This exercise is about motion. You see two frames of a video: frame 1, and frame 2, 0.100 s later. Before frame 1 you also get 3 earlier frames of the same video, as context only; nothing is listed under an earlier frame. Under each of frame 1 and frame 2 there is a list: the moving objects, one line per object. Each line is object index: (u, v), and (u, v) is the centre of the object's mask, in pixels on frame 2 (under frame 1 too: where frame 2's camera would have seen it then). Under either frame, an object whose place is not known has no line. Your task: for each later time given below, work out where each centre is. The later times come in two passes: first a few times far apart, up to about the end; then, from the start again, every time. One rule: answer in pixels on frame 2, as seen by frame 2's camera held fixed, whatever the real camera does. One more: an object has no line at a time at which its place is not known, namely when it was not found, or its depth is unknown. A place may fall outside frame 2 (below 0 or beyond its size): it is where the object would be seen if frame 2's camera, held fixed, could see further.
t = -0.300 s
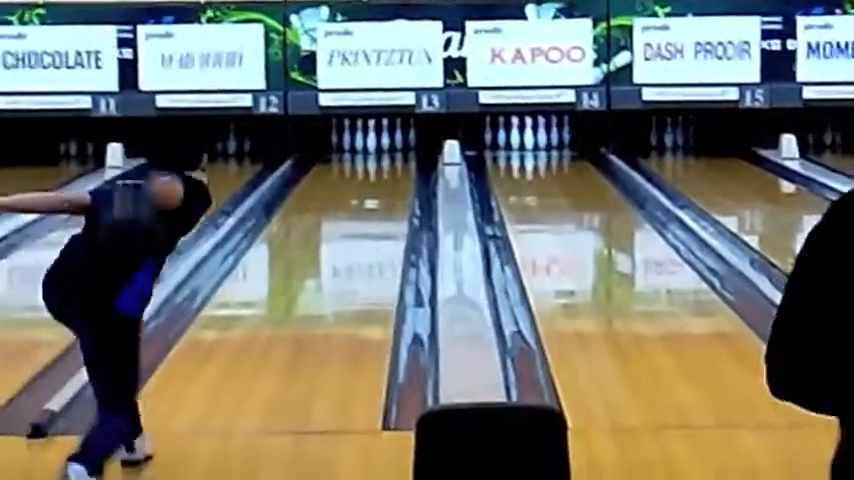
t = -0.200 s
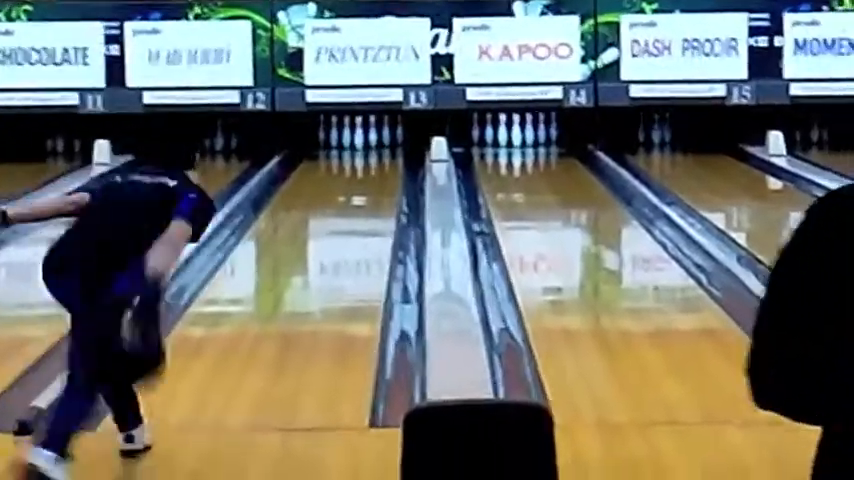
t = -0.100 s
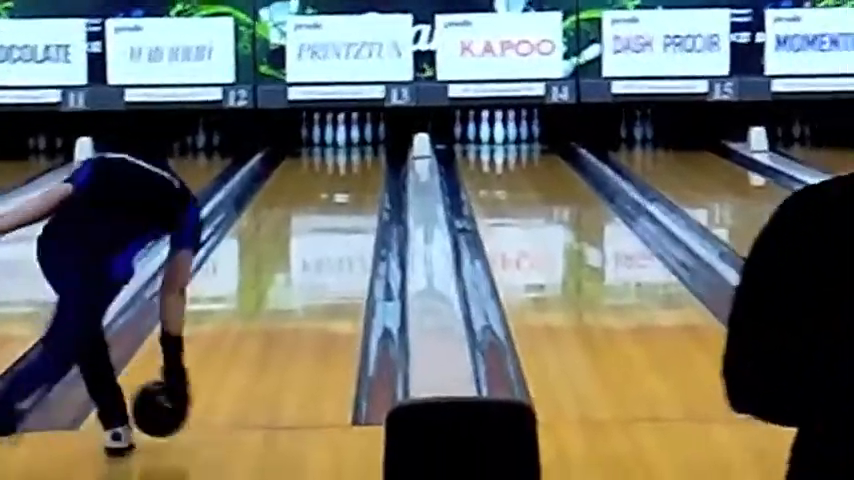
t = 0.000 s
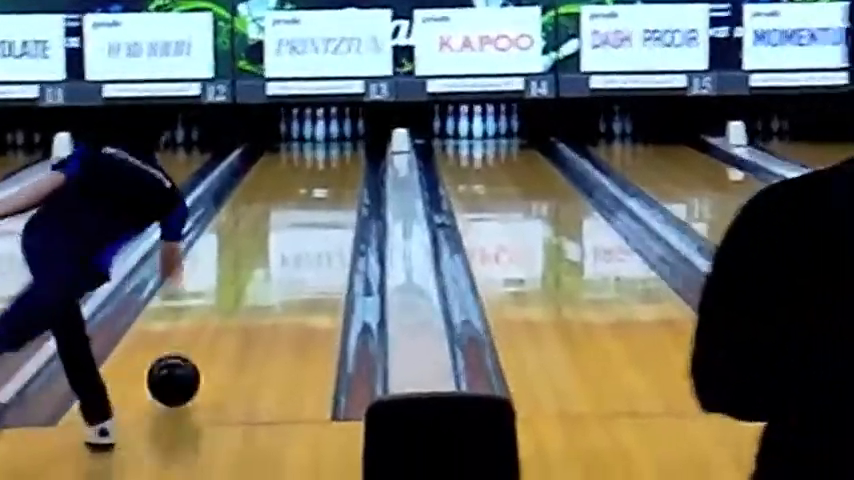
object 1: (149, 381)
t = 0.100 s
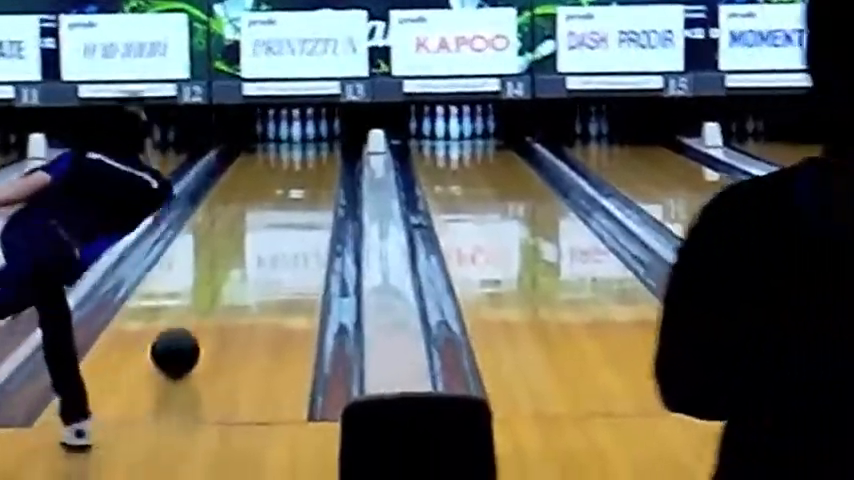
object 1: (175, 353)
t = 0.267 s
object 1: (210, 312)
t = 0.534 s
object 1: (249, 263)
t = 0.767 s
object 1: (273, 231)
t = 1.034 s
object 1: (293, 203)
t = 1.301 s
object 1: (307, 182)
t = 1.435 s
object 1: (312, 169)
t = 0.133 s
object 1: (183, 343)
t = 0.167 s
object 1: (191, 334)
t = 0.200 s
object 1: (197, 326)
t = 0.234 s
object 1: (204, 319)
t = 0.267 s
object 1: (210, 312)
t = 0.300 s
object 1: (216, 304)
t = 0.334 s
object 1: (221, 297)
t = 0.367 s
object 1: (226, 291)
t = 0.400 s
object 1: (231, 284)
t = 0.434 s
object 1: (236, 279)
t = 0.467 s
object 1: (241, 273)
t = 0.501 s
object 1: (245, 267)
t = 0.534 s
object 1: (249, 263)
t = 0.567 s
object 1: (253, 257)
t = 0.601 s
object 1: (257, 252)
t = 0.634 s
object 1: (261, 248)
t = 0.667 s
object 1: (264, 244)
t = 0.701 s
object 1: (267, 239)
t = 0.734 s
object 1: (270, 235)
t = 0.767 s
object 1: (273, 231)
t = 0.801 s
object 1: (276, 227)
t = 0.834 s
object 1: (279, 223)
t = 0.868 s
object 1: (281, 220)
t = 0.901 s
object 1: (284, 217)
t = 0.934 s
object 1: (286, 213)
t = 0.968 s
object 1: (289, 209)
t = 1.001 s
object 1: (291, 206)
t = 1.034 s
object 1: (293, 203)
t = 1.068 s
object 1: (295, 201)
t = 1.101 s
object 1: (297, 198)
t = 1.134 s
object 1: (299, 195)
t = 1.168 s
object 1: (300, 192)
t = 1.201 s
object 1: (302, 189)
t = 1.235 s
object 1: (303, 187)
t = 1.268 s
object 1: (305, 185)
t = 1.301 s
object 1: (307, 182)
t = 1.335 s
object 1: (307, 181)
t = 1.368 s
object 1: (309, 178)
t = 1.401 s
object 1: (310, 175)
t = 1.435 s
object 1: (312, 169)
